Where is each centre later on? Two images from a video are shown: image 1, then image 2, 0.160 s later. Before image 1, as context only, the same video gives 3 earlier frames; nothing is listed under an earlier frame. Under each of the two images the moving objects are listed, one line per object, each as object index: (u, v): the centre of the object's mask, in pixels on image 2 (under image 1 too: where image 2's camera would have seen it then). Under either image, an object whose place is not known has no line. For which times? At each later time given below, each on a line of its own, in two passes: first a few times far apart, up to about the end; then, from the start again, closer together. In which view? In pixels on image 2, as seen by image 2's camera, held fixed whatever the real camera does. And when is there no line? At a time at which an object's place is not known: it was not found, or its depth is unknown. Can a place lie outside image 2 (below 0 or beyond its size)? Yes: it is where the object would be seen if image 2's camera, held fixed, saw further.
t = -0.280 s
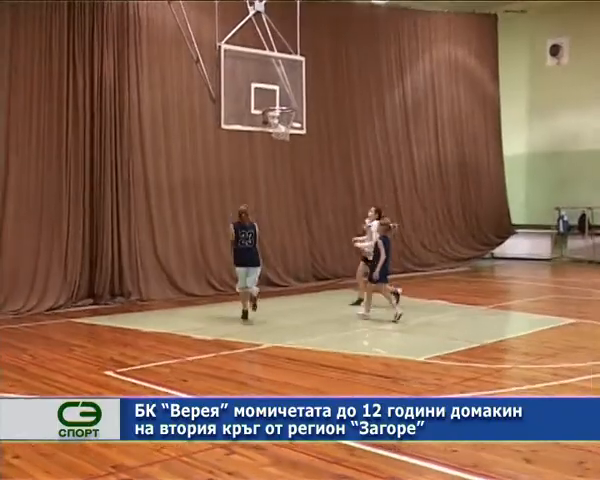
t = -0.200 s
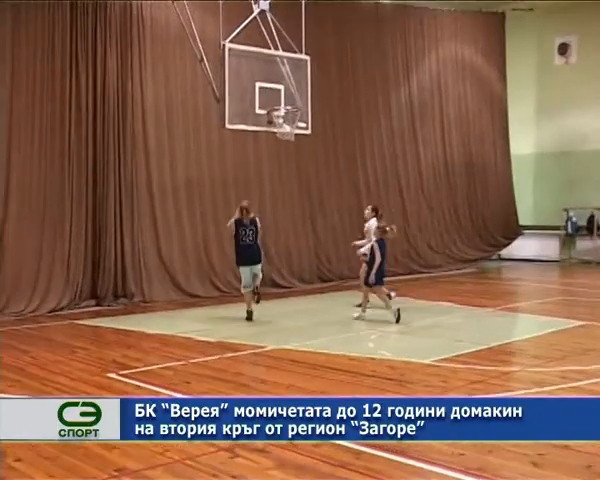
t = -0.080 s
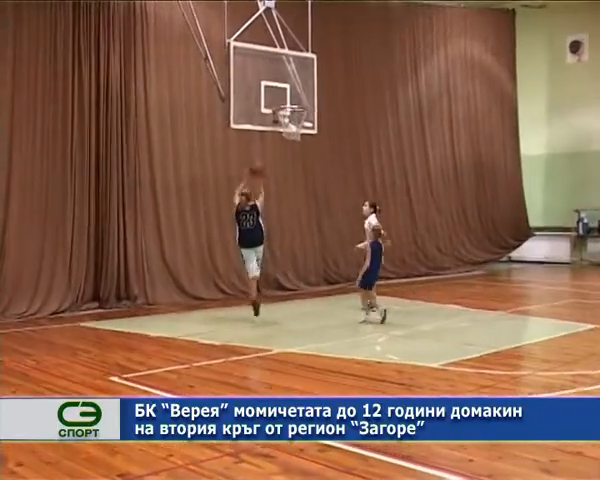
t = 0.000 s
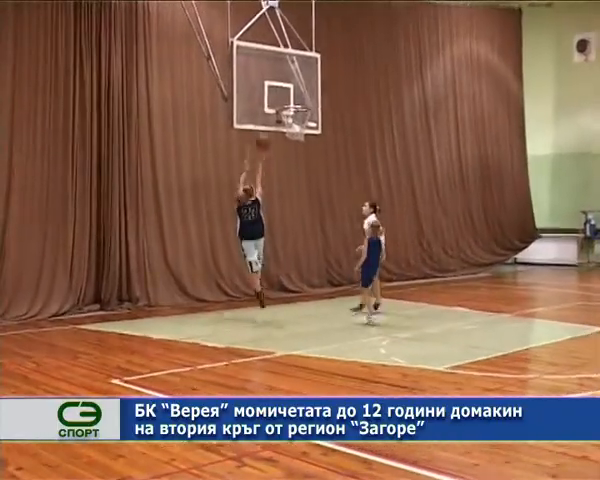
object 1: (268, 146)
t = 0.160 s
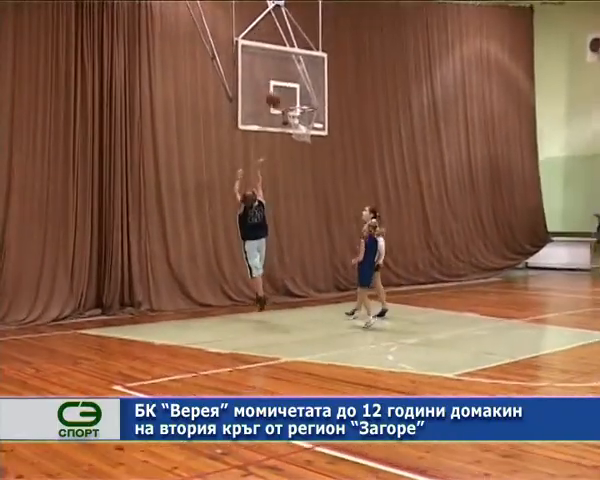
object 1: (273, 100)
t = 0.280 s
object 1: (279, 79)
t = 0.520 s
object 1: (298, 80)
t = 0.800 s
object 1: (314, 90)
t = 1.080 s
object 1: (319, 99)
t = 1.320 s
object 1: (336, 115)
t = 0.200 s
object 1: (274, 92)
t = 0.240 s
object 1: (276, 84)
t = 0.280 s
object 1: (279, 79)
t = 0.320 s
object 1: (282, 77)
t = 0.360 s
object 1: (286, 75)
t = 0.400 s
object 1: (289, 74)
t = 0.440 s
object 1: (292, 75)
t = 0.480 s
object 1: (296, 76)
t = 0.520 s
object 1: (298, 80)
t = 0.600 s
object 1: (306, 89)
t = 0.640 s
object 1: (309, 95)
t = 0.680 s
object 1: (313, 100)
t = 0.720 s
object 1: (313, 97)
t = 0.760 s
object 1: (313, 92)
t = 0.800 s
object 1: (314, 90)
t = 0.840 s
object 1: (315, 87)
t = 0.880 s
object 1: (315, 87)
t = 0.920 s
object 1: (316, 87)
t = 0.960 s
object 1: (316, 88)
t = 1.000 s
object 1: (316, 91)
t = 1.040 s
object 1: (318, 95)
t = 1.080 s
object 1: (319, 99)
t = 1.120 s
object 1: (322, 98)
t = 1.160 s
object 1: (325, 99)
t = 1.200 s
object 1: (328, 102)
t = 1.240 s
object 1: (331, 105)
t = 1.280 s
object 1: (333, 109)
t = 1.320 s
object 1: (336, 115)
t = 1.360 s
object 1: (339, 121)
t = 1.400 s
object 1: (342, 129)
